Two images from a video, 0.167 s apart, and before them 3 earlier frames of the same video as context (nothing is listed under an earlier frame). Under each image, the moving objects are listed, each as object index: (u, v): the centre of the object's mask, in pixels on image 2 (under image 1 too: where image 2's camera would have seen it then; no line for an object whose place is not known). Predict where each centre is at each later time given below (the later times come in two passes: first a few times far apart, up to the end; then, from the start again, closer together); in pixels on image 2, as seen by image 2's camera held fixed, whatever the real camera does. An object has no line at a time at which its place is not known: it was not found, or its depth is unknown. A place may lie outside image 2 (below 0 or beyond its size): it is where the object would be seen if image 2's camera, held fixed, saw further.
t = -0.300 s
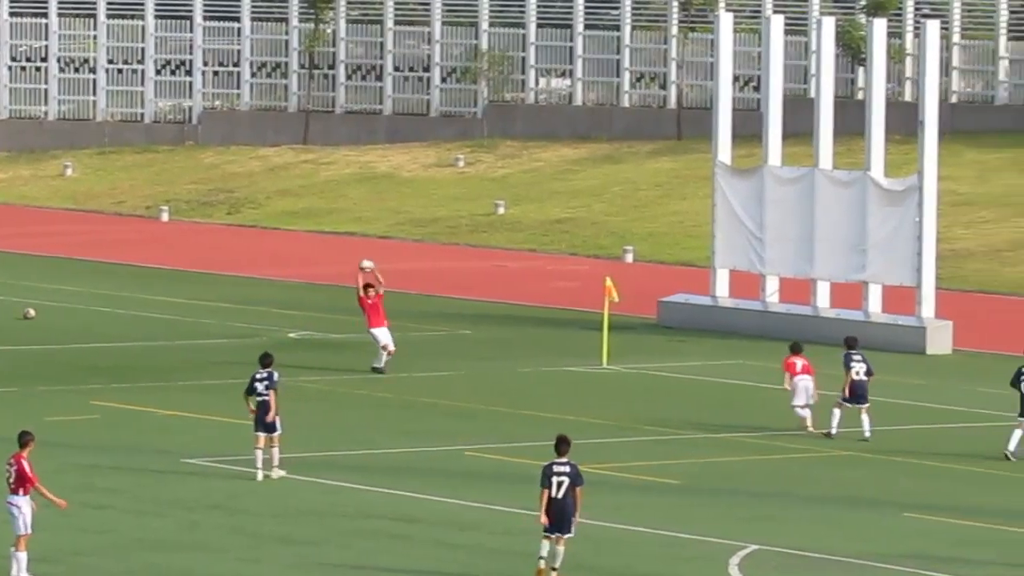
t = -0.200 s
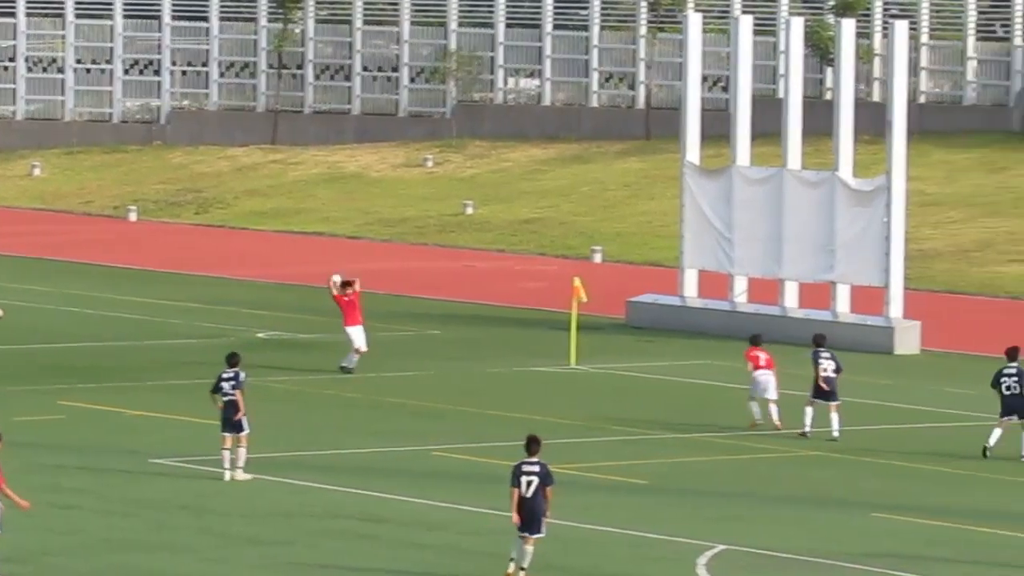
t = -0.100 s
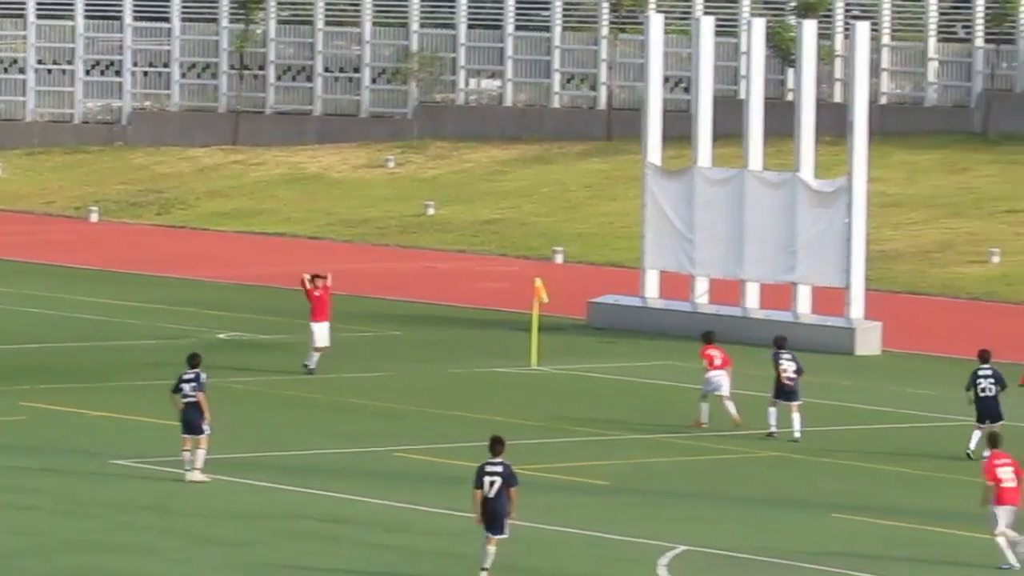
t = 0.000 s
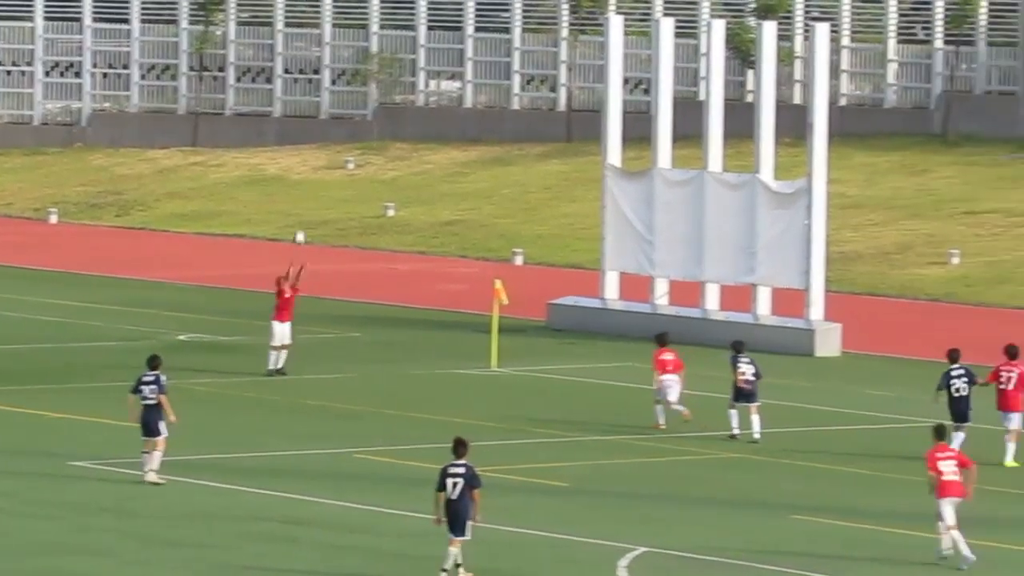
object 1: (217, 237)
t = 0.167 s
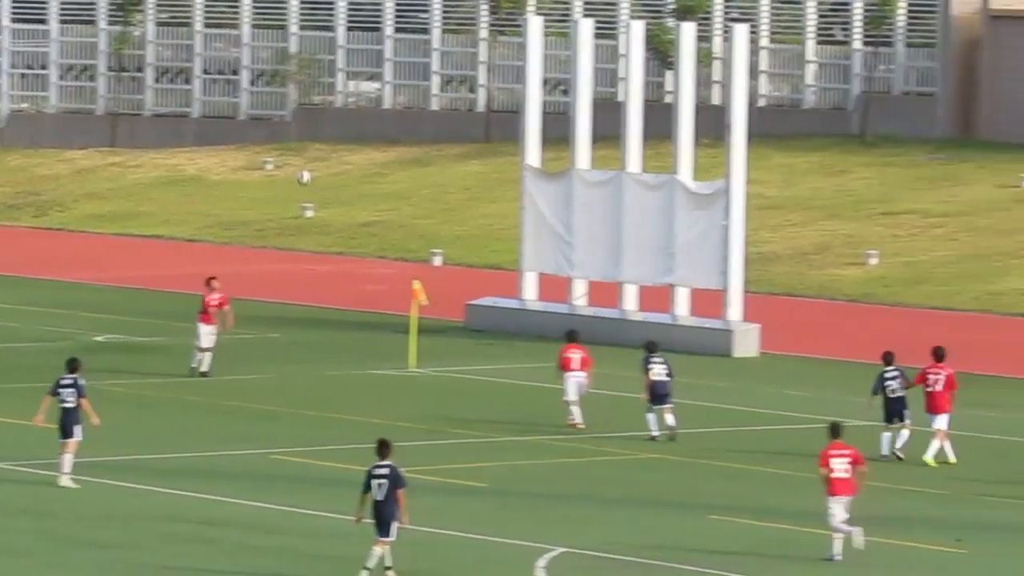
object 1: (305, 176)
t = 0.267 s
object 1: (357, 147)
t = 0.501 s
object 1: (477, 101)
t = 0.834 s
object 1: (661, 93)
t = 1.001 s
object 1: (755, 116)
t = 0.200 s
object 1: (322, 166)
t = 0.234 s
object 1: (339, 156)
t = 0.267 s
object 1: (357, 147)
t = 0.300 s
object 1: (374, 139)
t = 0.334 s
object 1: (391, 131)
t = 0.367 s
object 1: (409, 123)
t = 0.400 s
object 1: (426, 116)
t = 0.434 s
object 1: (443, 110)
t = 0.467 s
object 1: (460, 105)
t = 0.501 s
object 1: (477, 101)
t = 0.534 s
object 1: (493, 96)
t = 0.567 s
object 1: (511, 92)
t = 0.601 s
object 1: (528, 92)
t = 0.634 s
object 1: (548, 89)
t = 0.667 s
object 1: (566, 88)
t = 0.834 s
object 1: (661, 93)
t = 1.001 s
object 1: (755, 116)
